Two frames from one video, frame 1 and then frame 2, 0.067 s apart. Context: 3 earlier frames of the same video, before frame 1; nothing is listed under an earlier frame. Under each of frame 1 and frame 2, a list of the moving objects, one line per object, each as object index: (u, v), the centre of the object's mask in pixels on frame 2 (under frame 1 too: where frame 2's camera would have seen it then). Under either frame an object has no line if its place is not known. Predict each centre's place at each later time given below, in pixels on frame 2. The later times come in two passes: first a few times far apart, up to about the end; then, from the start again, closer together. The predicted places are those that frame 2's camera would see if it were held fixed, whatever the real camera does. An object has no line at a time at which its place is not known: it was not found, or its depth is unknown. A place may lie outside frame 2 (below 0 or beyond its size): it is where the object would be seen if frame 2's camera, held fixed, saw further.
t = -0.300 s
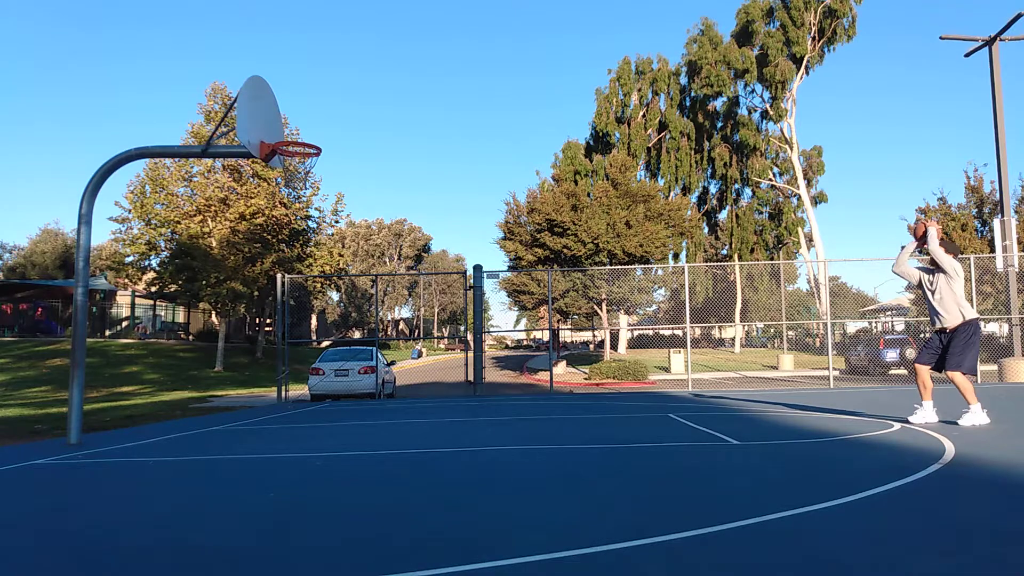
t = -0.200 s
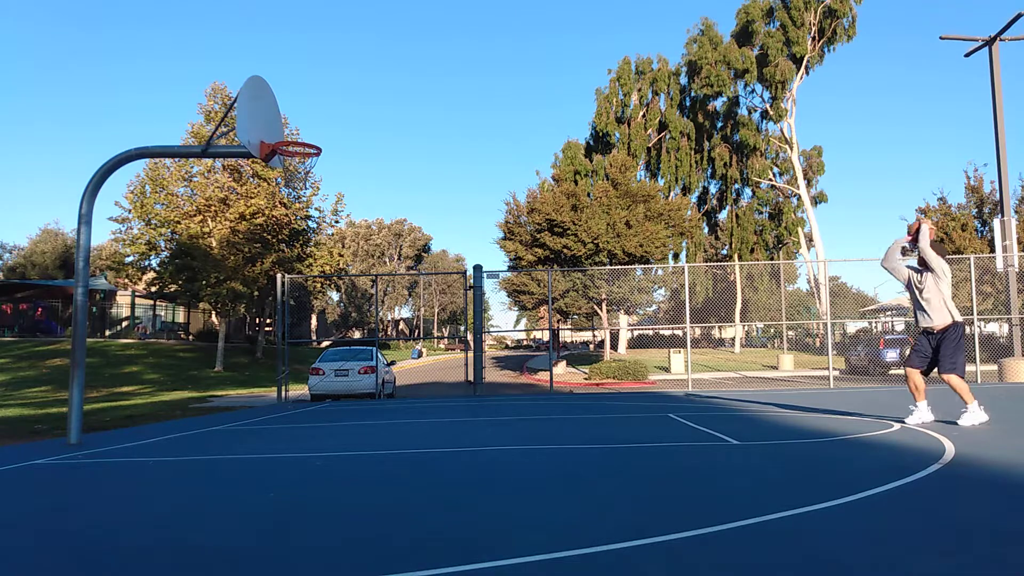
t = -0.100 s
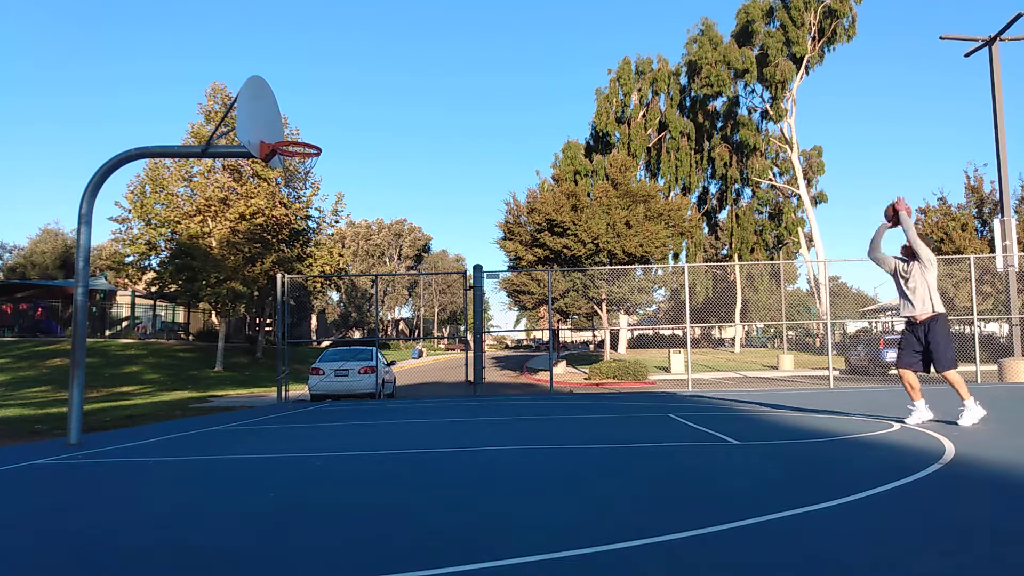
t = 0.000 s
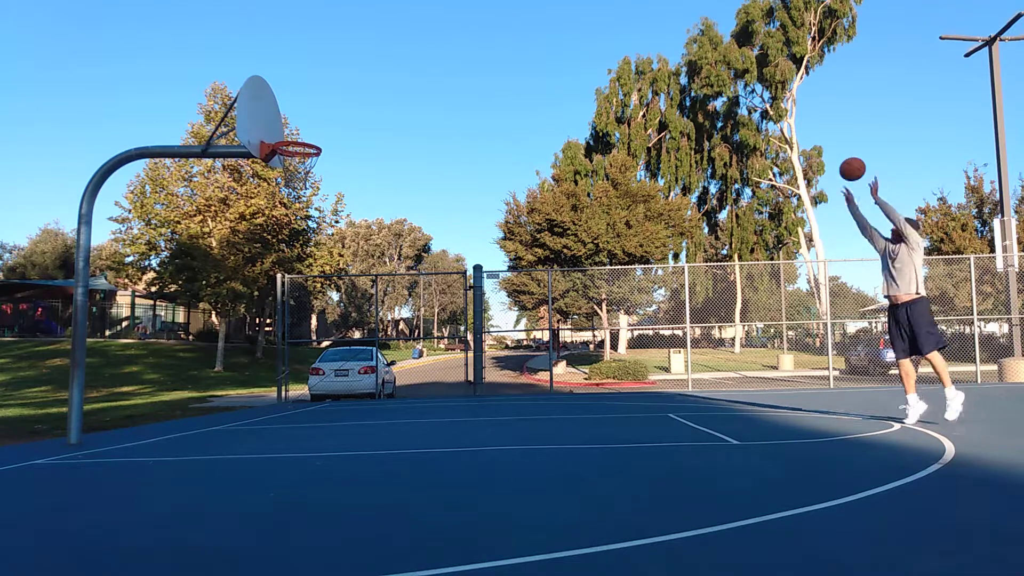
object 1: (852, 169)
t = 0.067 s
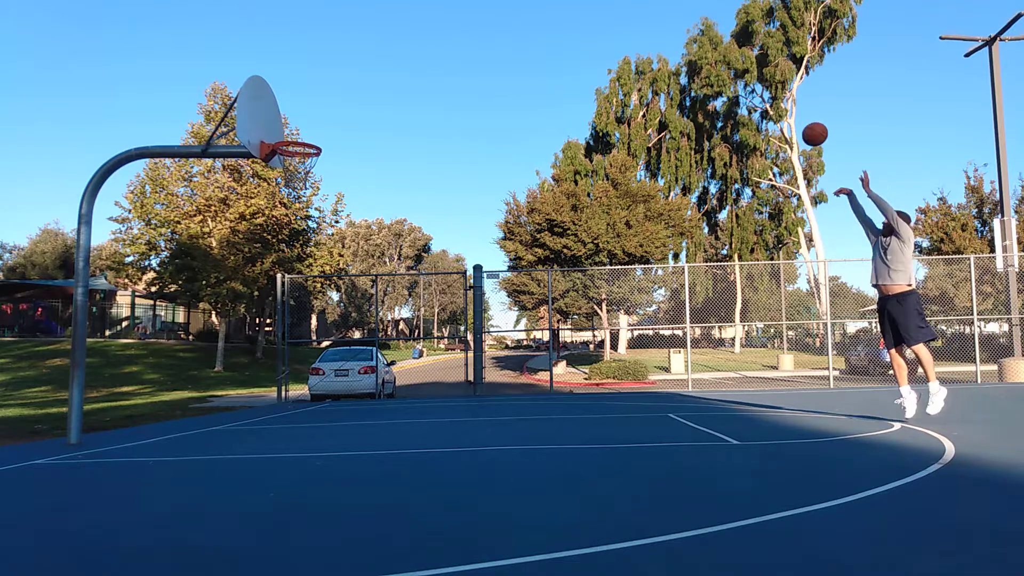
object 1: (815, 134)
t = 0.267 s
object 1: (707, 57)
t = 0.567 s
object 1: (558, 13)
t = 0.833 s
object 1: (433, 45)
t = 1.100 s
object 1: (312, 139)
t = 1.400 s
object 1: (273, 269)
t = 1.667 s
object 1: (236, 403)
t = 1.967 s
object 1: (232, 237)
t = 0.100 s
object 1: (796, 118)
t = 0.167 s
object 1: (760, 90)
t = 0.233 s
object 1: (724, 67)
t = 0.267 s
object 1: (707, 57)
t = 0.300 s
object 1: (689, 47)
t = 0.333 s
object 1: (673, 39)
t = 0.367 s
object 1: (656, 33)
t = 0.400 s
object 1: (639, 27)
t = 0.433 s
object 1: (623, 22)
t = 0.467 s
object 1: (606, 18)
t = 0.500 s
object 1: (590, 15)
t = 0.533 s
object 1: (574, 14)
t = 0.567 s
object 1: (558, 13)
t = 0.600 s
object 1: (542, 14)
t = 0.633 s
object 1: (526, 15)
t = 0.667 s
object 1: (510, 17)
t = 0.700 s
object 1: (495, 21)
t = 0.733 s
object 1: (479, 25)
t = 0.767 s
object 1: (464, 31)
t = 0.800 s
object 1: (448, 37)
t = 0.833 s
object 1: (433, 45)
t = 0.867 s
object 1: (418, 53)
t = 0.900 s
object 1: (403, 62)
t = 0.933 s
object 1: (388, 72)
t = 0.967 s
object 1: (373, 84)
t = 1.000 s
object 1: (357, 96)
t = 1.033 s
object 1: (342, 109)
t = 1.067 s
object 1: (327, 123)
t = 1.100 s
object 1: (312, 139)
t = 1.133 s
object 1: (307, 148)
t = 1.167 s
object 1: (303, 158)
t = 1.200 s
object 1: (299, 169)
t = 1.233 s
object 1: (295, 182)
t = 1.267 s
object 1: (291, 196)
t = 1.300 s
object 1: (287, 211)
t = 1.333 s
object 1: (284, 228)
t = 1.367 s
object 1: (278, 249)
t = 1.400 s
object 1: (273, 269)
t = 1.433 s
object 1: (267, 293)
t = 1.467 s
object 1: (262, 318)
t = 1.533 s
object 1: (249, 378)
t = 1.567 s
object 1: (242, 412)
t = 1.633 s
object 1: (236, 425)
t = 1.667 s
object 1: (236, 403)
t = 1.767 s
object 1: (233, 338)
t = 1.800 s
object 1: (235, 319)
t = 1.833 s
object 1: (233, 301)
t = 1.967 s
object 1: (232, 237)
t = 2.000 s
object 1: (231, 223)
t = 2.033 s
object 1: (231, 211)
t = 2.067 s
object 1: (230, 200)
